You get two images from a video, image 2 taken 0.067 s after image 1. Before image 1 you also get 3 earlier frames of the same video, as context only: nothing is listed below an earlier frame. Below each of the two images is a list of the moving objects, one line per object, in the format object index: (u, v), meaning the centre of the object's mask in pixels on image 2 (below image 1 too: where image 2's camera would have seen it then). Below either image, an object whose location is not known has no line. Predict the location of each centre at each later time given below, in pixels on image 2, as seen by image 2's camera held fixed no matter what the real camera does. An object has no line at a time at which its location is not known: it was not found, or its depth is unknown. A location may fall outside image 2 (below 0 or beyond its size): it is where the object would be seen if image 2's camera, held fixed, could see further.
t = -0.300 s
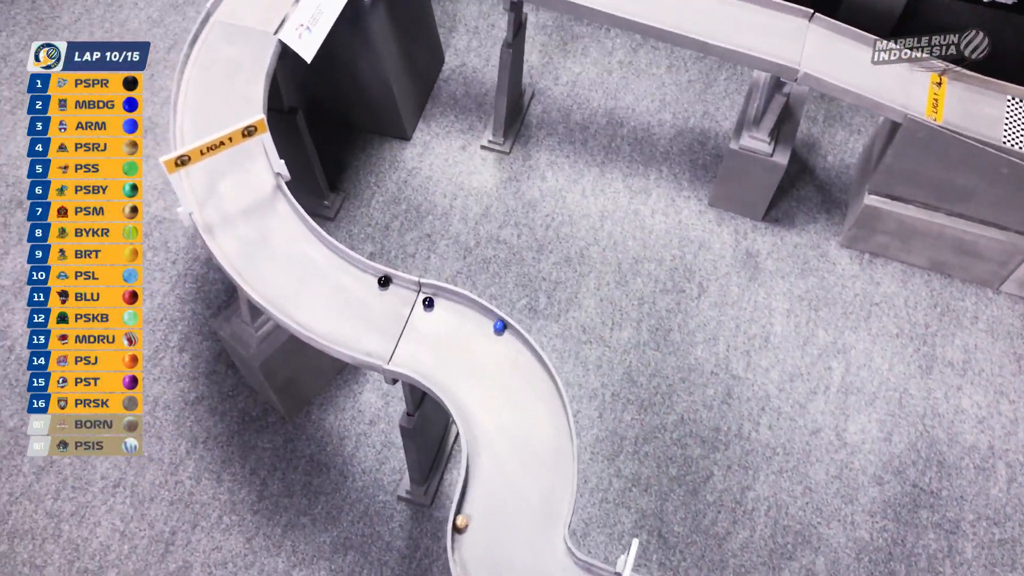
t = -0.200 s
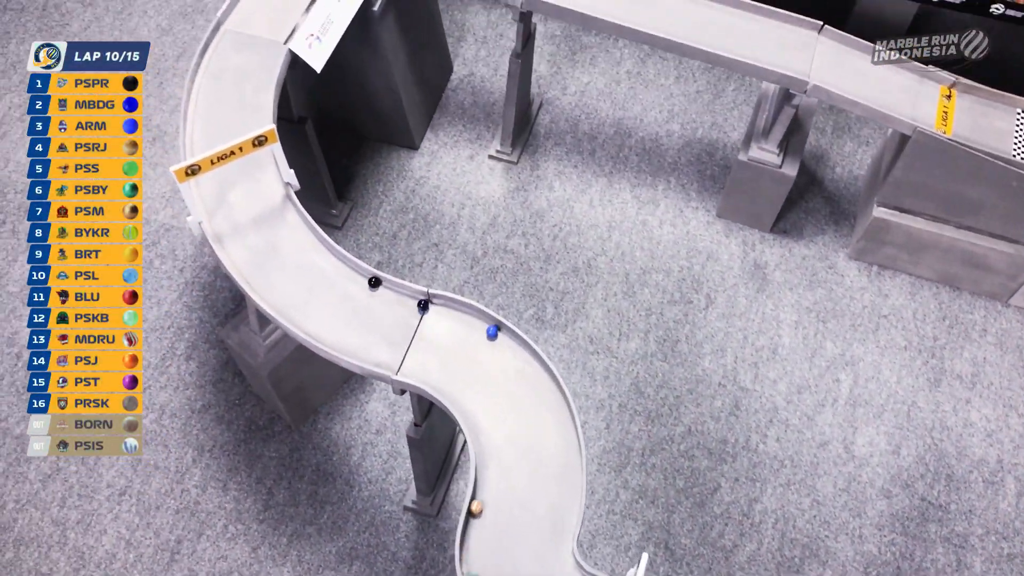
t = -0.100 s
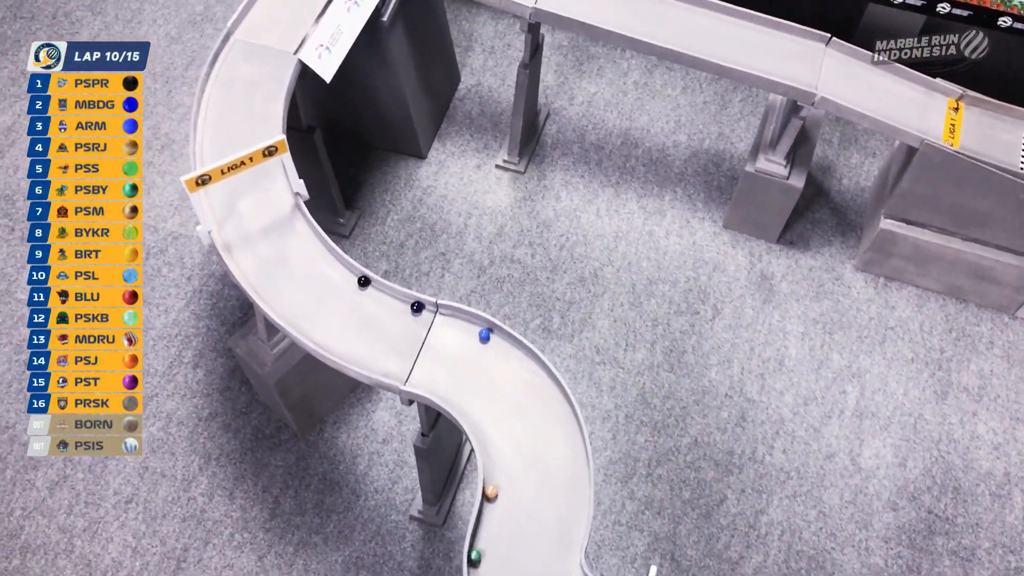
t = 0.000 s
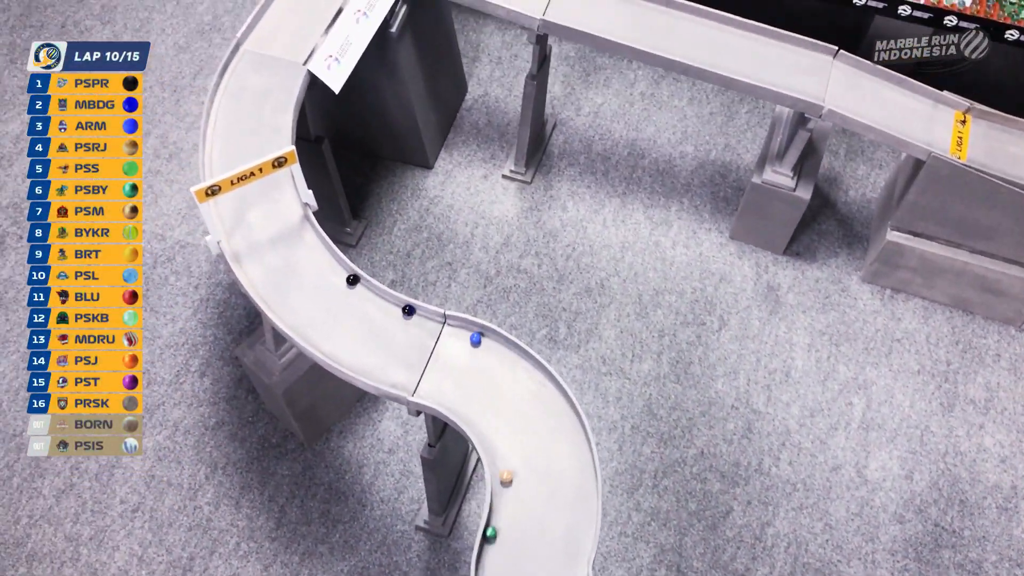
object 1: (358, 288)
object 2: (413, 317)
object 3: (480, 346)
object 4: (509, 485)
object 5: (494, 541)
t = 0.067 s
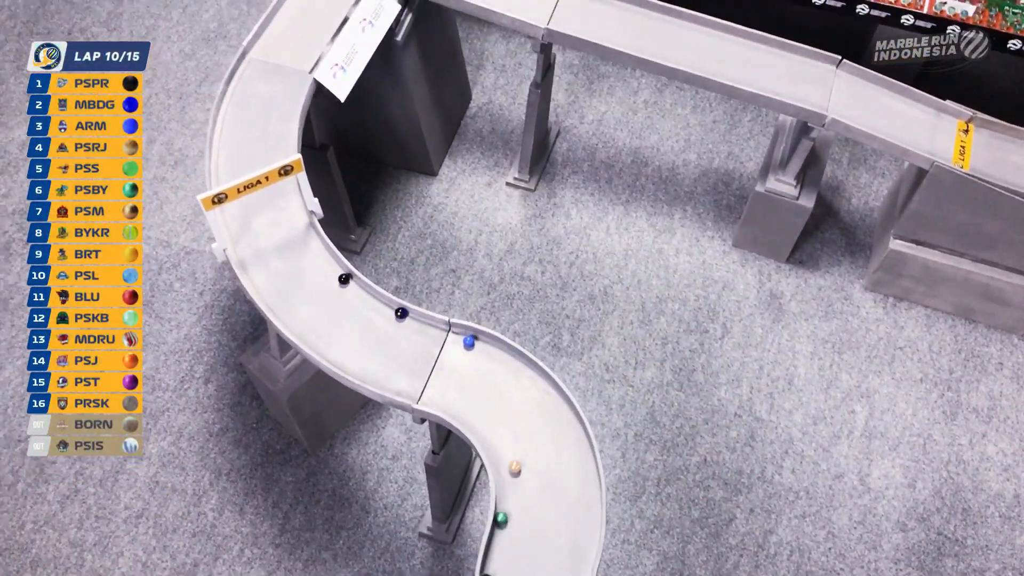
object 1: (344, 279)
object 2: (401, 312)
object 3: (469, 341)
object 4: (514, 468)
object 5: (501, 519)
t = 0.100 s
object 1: (337, 275)
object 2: (395, 310)
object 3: (463, 339)
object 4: (517, 460)
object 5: (504, 508)
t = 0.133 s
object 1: (330, 271)
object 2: (389, 307)
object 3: (458, 337)
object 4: (518, 451)
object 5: (507, 497)
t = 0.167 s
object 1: (324, 266)
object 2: (383, 303)
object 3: (452, 334)
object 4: (520, 442)
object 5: (511, 485)
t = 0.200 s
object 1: (317, 261)
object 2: (377, 300)
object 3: (447, 333)
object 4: (522, 433)
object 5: (514, 474)
